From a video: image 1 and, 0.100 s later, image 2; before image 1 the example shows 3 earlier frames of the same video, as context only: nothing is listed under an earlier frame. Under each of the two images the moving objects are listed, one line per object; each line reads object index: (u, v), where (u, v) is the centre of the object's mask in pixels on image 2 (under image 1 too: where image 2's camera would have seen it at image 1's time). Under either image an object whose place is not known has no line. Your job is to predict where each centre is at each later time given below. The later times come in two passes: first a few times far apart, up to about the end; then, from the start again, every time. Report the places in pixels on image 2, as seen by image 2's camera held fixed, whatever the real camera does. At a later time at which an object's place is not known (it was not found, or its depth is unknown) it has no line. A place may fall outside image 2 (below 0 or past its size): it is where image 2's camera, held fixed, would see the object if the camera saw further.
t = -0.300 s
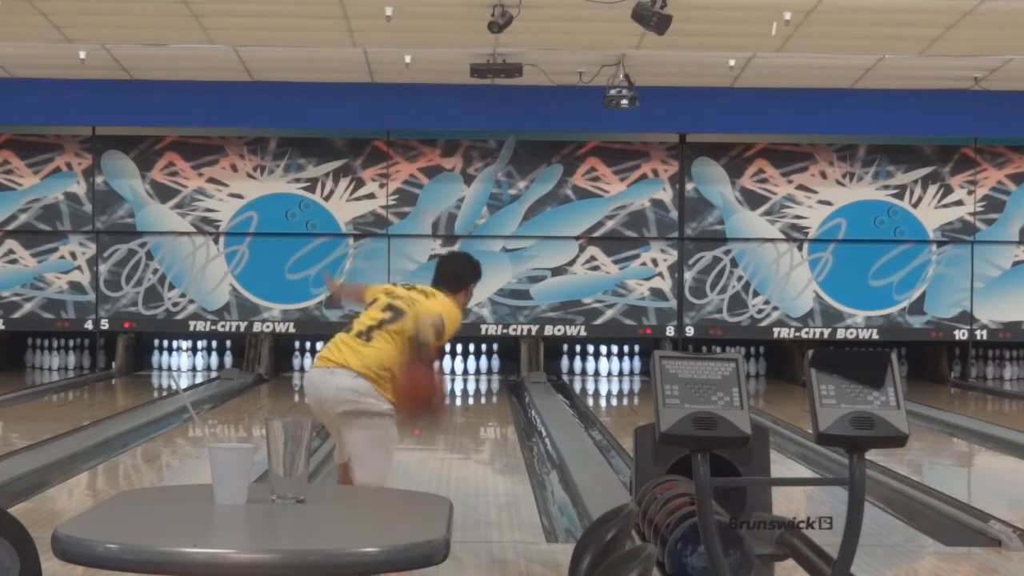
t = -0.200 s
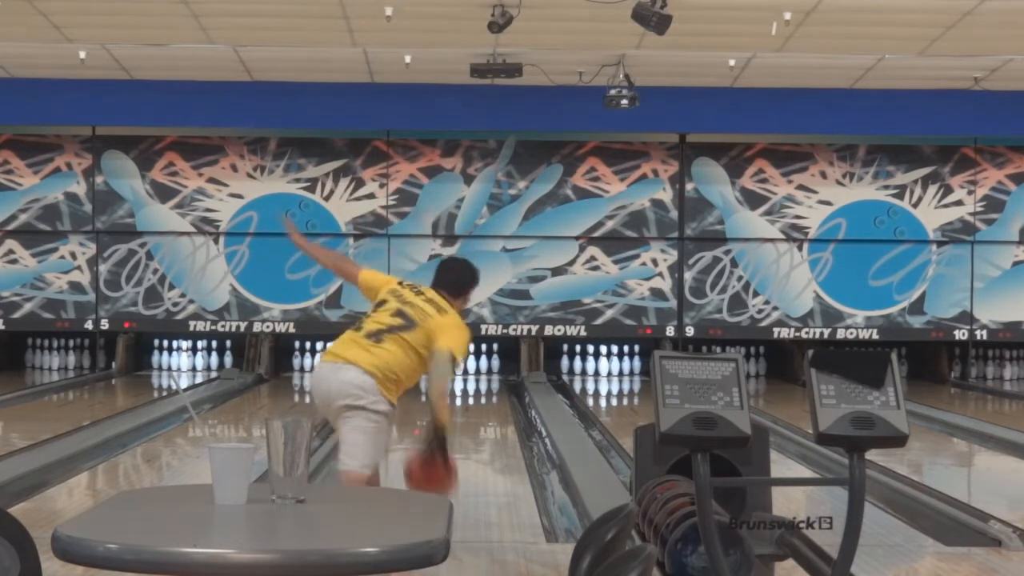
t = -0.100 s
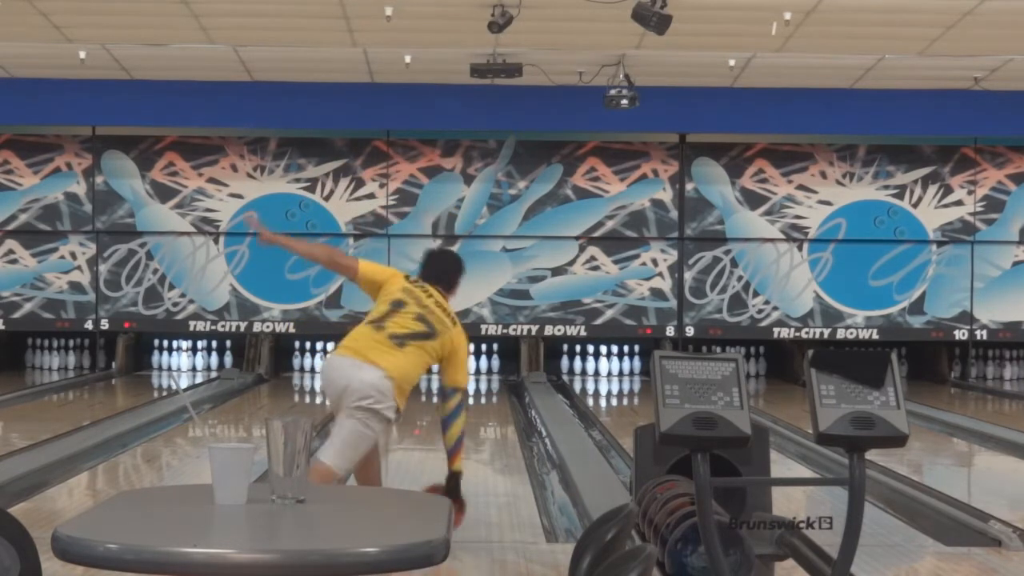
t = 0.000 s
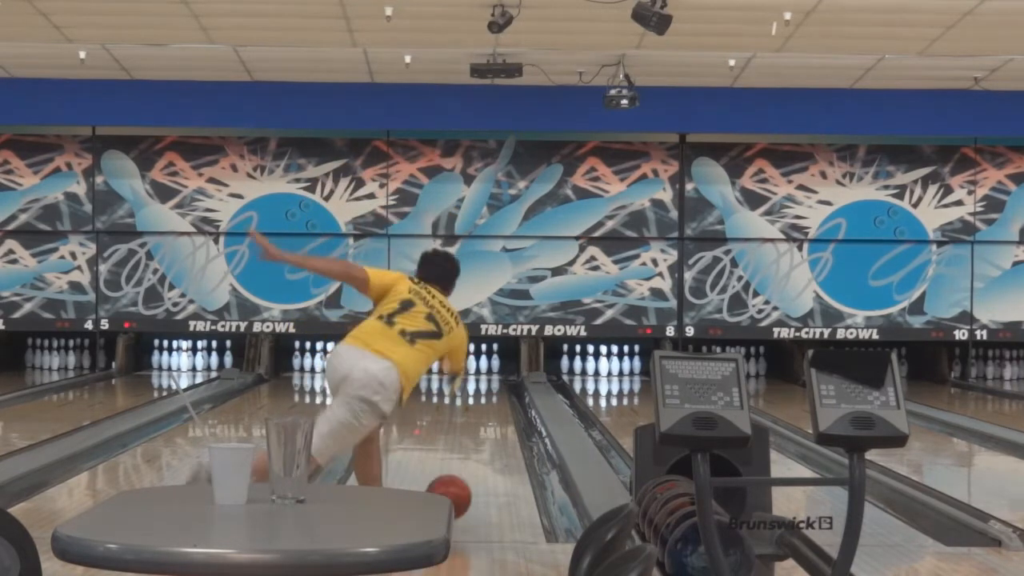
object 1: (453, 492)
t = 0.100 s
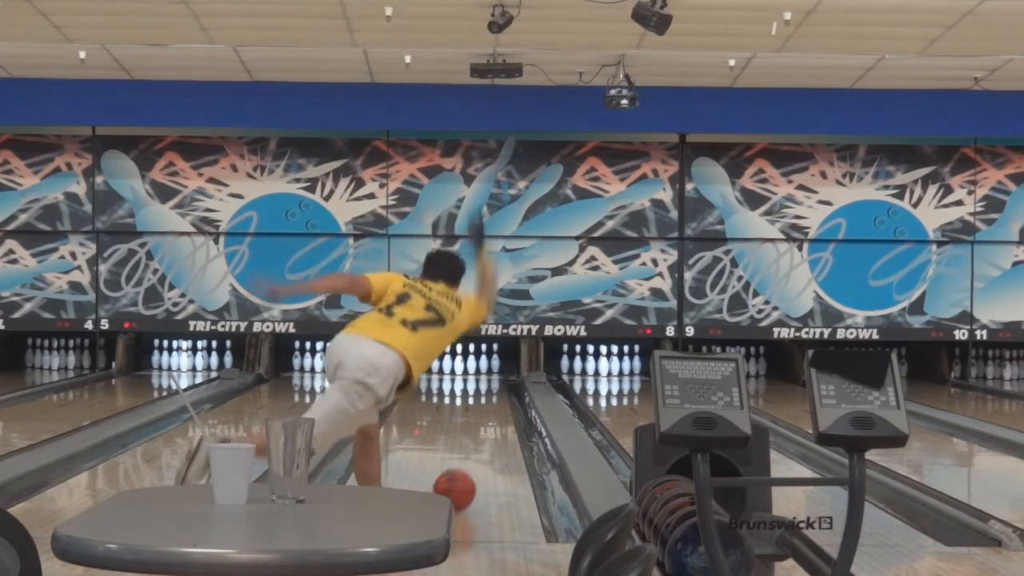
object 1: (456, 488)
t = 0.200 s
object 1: (459, 477)
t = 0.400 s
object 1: (467, 453)
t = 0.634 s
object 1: (473, 433)
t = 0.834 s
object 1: (475, 418)
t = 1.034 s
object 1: (477, 408)
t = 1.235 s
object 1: (477, 398)
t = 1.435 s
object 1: (475, 390)
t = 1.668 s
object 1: (472, 382)
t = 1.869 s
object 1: (468, 376)
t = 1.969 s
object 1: (465, 373)
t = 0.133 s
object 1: (457, 484)
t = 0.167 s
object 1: (458, 481)
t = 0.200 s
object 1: (459, 477)
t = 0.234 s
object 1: (461, 472)
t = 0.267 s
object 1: (462, 468)
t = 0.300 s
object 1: (464, 464)
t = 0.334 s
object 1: (465, 460)
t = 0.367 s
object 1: (466, 457)
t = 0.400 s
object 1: (467, 453)
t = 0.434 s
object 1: (468, 450)
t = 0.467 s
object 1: (469, 447)
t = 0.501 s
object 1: (470, 444)
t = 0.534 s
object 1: (471, 441)
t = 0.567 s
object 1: (471, 438)
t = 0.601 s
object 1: (472, 435)
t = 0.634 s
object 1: (473, 433)
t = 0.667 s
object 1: (473, 431)
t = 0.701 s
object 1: (474, 428)
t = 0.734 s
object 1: (474, 425)
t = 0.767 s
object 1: (475, 423)
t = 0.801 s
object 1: (475, 420)
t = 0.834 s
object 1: (475, 418)
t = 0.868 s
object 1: (476, 417)
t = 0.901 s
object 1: (476, 415)
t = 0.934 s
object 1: (476, 413)
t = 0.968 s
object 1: (476, 411)
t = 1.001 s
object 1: (477, 409)
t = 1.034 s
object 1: (477, 408)
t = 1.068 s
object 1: (477, 406)
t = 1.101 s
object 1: (477, 404)
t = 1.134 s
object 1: (478, 403)
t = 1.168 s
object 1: (477, 401)
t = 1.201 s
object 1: (477, 400)
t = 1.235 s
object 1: (477, 398)
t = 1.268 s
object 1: (476, 397)
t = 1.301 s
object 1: (476, 395)
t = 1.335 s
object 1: (476, 394)
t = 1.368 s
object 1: (476, 392)
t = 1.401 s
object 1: (476, 391)
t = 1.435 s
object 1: (475, 390)
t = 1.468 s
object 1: (475, 388)
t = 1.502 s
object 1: (475, 387)
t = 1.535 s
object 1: (474, 386)
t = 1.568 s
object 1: (473, 385)
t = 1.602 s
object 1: (473, 383)
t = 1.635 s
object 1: (472, 383)
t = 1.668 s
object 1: (472, 382)
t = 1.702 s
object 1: (471, 381)
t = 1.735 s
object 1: (470, 380)
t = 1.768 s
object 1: (470, 379)
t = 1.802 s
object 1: (469, 378)
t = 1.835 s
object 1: (469, 377)
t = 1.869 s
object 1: (468, 376)
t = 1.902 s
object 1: (467, 375)
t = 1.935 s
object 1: (466, 374)
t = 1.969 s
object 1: (465, 373)
